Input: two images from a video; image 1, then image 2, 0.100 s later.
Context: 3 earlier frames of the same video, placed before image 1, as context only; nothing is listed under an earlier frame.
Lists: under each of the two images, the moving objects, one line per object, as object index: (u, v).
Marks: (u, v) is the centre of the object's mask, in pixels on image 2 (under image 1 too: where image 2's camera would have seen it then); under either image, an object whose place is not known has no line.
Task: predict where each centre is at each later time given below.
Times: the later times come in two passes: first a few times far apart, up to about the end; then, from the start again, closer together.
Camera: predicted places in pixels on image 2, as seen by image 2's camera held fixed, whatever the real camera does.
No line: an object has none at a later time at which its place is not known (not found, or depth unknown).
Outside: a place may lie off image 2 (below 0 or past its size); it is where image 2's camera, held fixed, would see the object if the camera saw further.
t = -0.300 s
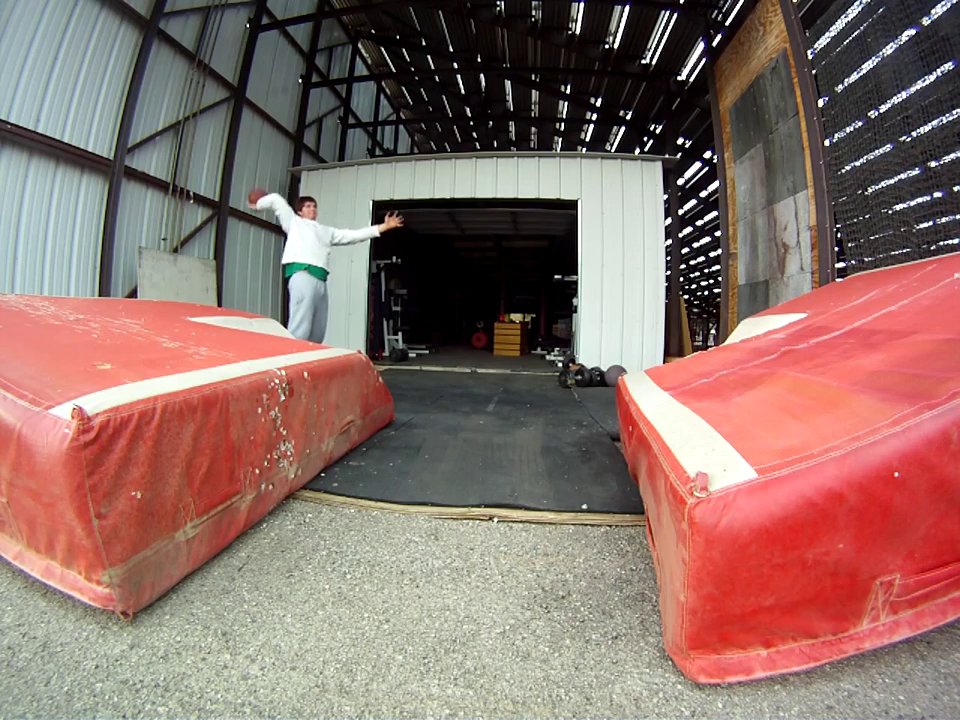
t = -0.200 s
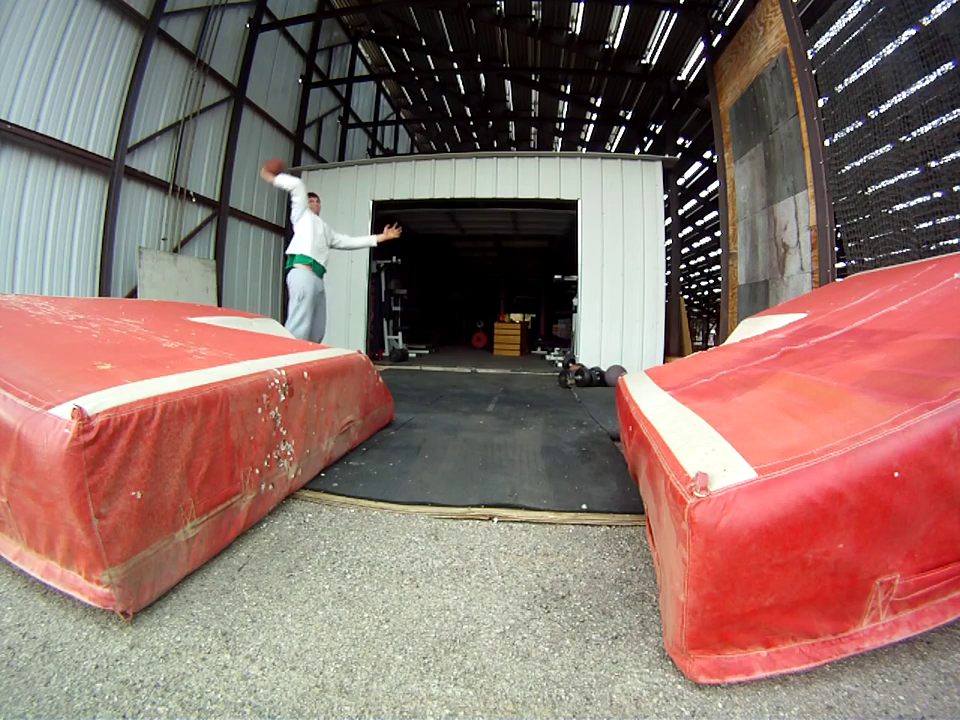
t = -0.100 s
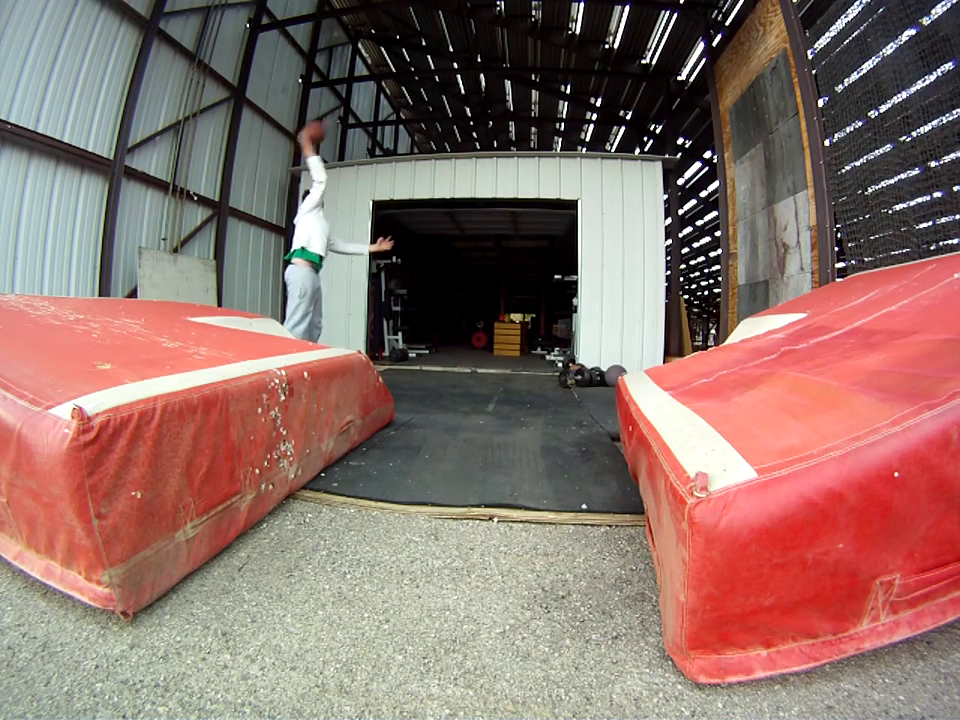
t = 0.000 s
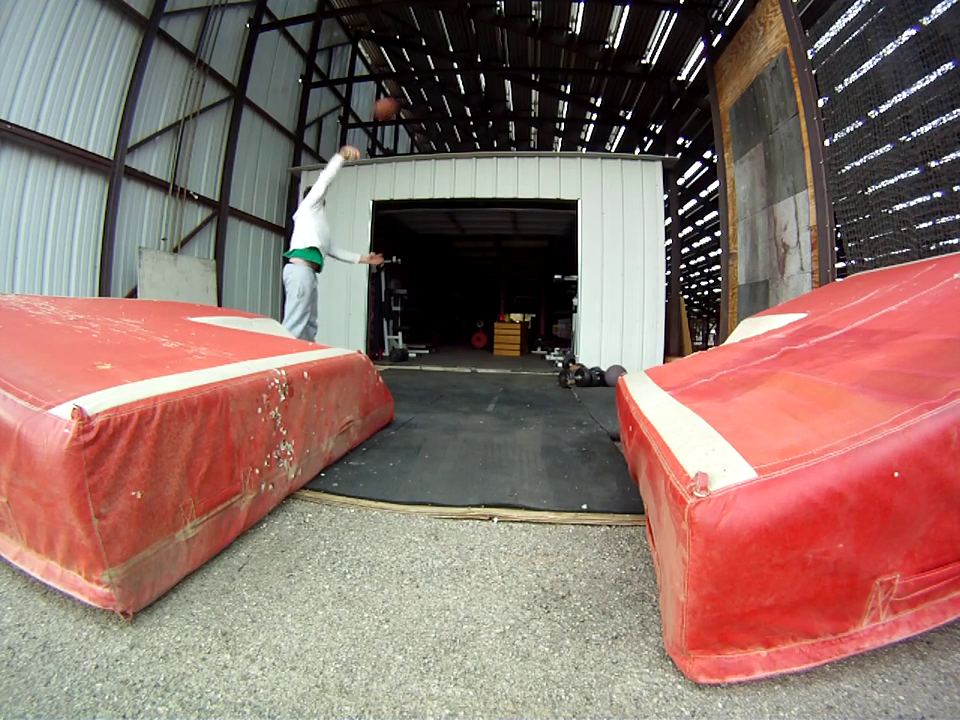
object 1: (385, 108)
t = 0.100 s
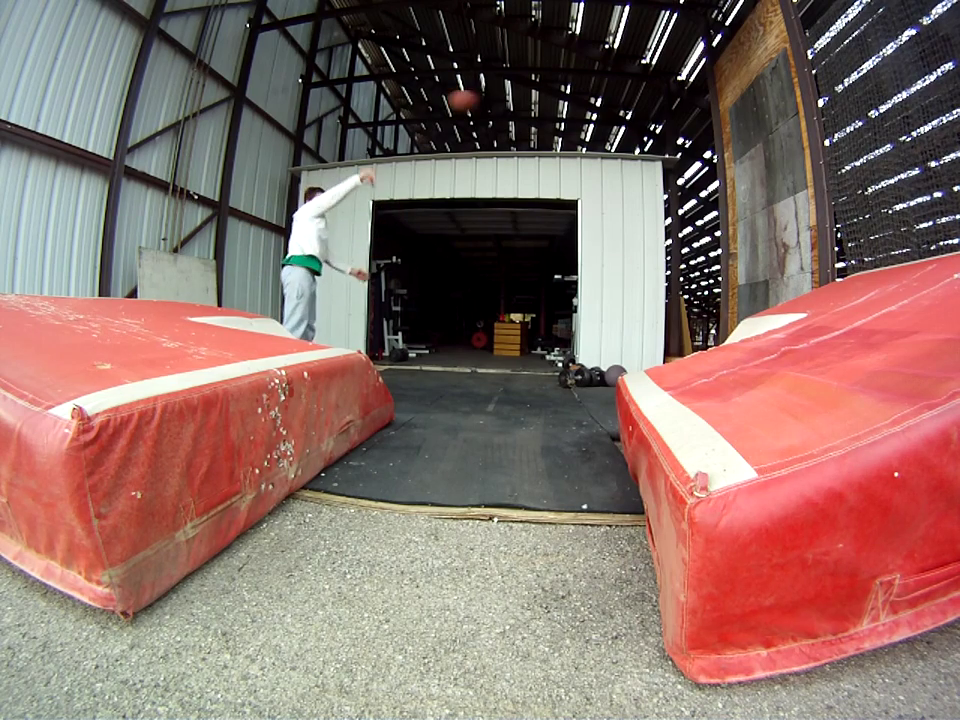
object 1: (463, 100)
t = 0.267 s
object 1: (600, 118)
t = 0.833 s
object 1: (647, 353)
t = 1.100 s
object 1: (551, 319)
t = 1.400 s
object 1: (445, 287)
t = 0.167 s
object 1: (516, 103)
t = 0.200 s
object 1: (545, 106)
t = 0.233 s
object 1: (572, 111)
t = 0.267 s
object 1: (600, 118)
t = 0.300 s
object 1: (626, 127)
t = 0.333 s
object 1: (652, 138)
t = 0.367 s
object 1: (676, 148)
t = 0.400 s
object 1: (702, 161)
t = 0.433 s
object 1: (727, 176)
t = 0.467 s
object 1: (751, 193)
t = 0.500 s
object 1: (770, 209)
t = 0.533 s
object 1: (762, 216)
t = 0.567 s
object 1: (749, 225)
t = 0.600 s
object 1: (738, 235)
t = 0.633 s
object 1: (727, 246)
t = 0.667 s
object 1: (715, 259)
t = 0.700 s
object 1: (703, 274)
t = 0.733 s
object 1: (689, 291)
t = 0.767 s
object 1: (677, 309)
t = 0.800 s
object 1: (662, 330)
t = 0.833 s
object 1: (647, 353)
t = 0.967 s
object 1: (596, 370)
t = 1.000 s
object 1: (584, 354)
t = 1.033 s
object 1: (573, 340)
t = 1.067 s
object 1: (562, 330)
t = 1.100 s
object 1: (551, 319)
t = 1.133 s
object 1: (541, 310)
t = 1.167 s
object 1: (529, 302)
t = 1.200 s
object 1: (516, 296)
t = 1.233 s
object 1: (505, 291)
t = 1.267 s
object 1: (493, 288)
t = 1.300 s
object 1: (481, 286)
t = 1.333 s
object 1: (469, 285)
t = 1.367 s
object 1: (458, 286)
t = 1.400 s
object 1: (445, 287)
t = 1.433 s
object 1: (433, 291)
